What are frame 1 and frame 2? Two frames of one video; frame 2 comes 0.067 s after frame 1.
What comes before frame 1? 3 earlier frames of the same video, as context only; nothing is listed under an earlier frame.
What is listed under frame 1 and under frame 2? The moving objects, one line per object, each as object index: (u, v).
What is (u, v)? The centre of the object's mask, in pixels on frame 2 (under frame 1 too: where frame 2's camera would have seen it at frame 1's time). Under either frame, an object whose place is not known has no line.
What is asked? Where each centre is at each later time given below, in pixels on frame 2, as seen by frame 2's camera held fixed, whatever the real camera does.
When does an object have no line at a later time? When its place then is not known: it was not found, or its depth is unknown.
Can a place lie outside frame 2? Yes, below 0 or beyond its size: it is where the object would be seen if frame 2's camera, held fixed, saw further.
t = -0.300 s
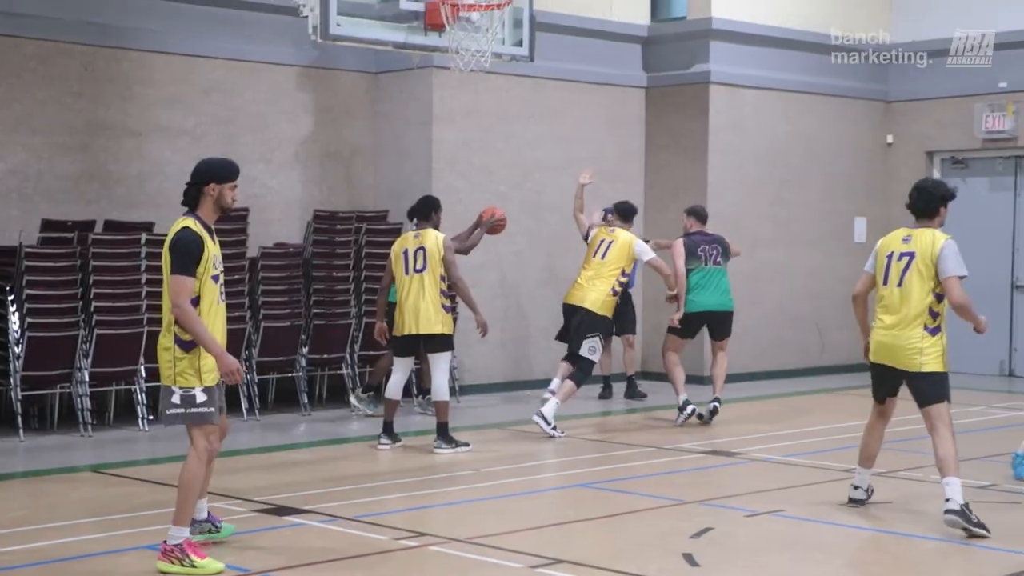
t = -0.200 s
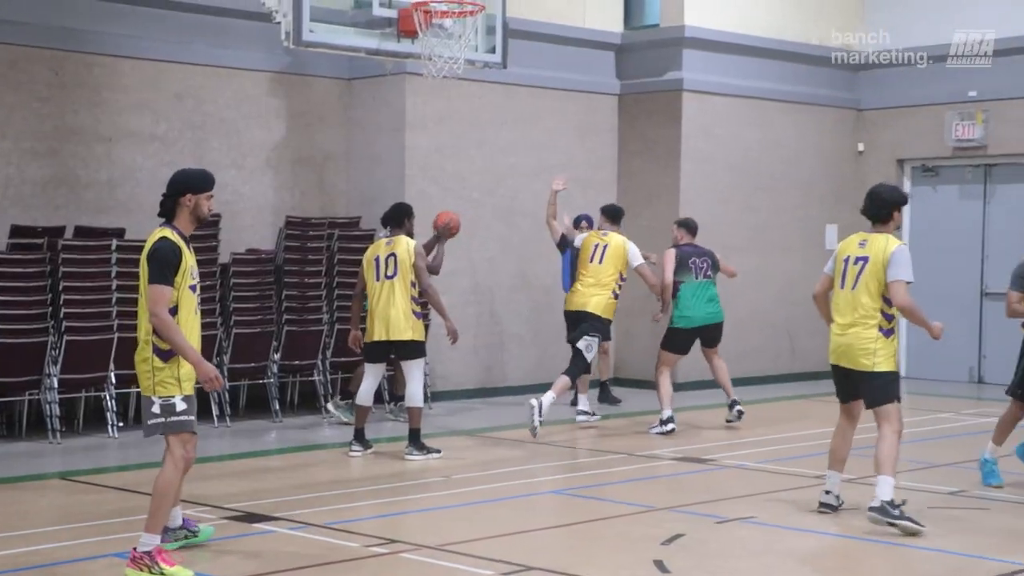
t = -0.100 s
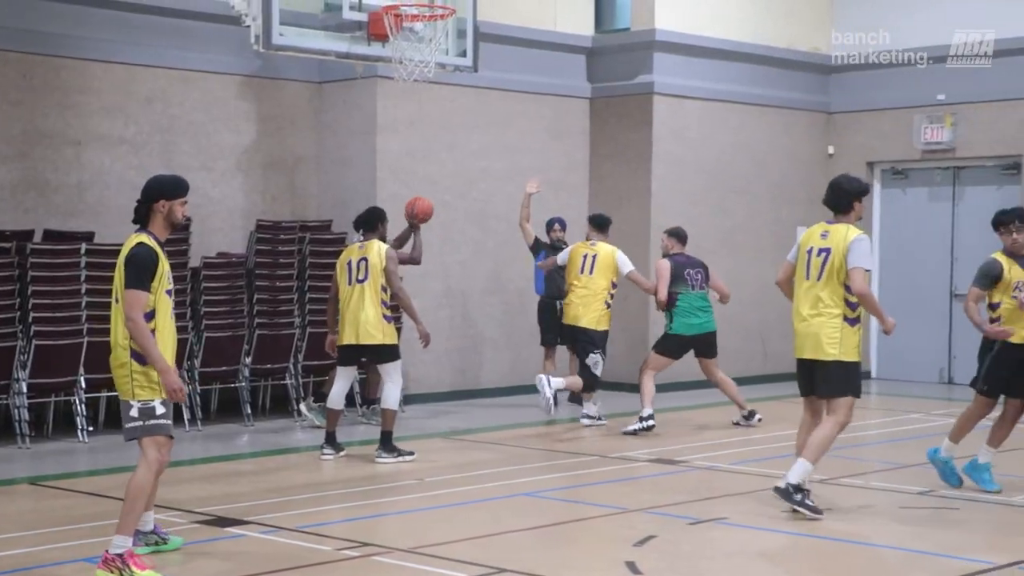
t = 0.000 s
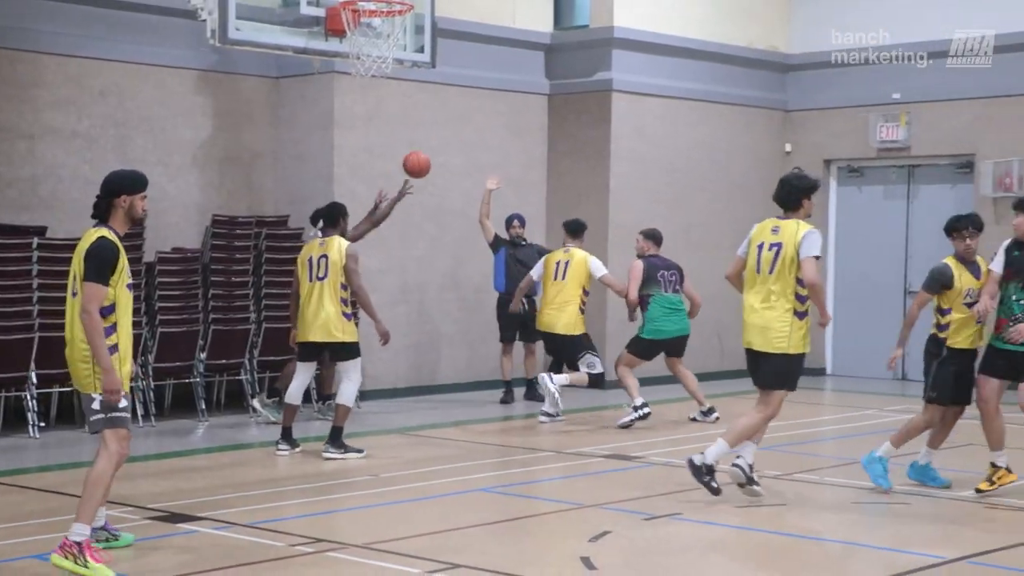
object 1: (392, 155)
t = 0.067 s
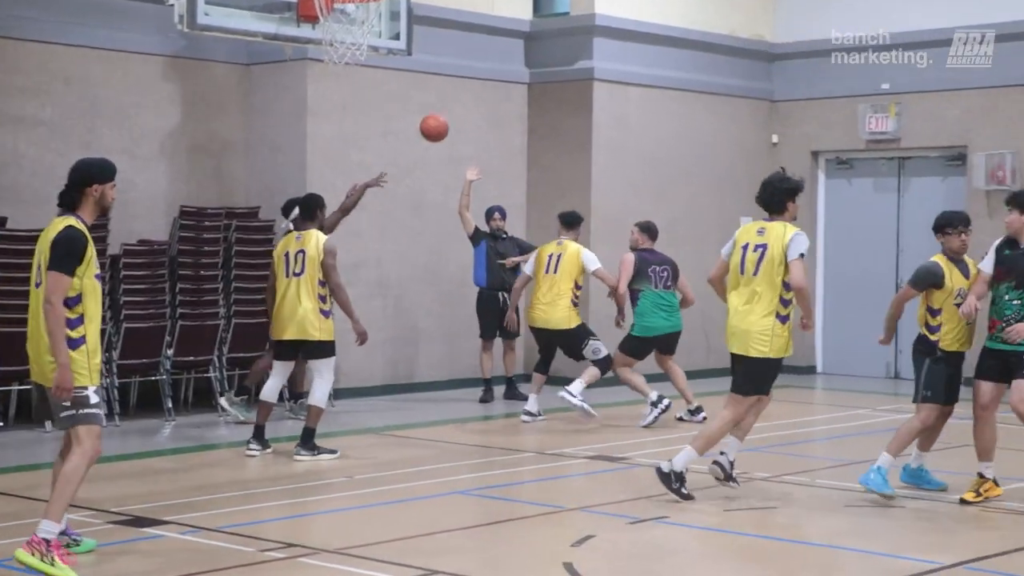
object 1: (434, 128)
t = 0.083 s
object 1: (445, 122)
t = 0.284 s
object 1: (569, 76)
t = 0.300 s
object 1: (579, 74)
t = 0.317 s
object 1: (589, 73)
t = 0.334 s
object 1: (600, 72)
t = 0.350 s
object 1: (611, 71)
